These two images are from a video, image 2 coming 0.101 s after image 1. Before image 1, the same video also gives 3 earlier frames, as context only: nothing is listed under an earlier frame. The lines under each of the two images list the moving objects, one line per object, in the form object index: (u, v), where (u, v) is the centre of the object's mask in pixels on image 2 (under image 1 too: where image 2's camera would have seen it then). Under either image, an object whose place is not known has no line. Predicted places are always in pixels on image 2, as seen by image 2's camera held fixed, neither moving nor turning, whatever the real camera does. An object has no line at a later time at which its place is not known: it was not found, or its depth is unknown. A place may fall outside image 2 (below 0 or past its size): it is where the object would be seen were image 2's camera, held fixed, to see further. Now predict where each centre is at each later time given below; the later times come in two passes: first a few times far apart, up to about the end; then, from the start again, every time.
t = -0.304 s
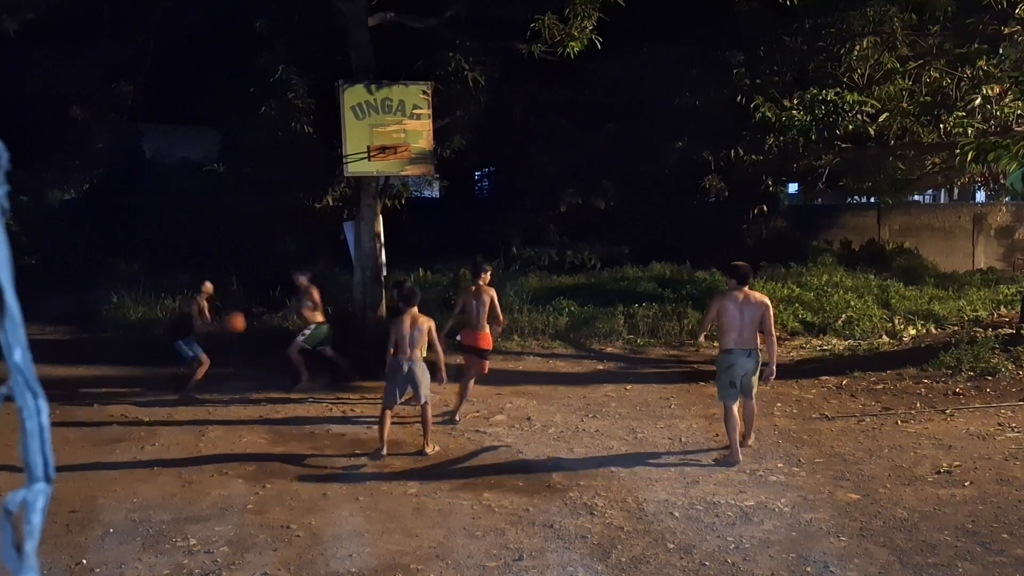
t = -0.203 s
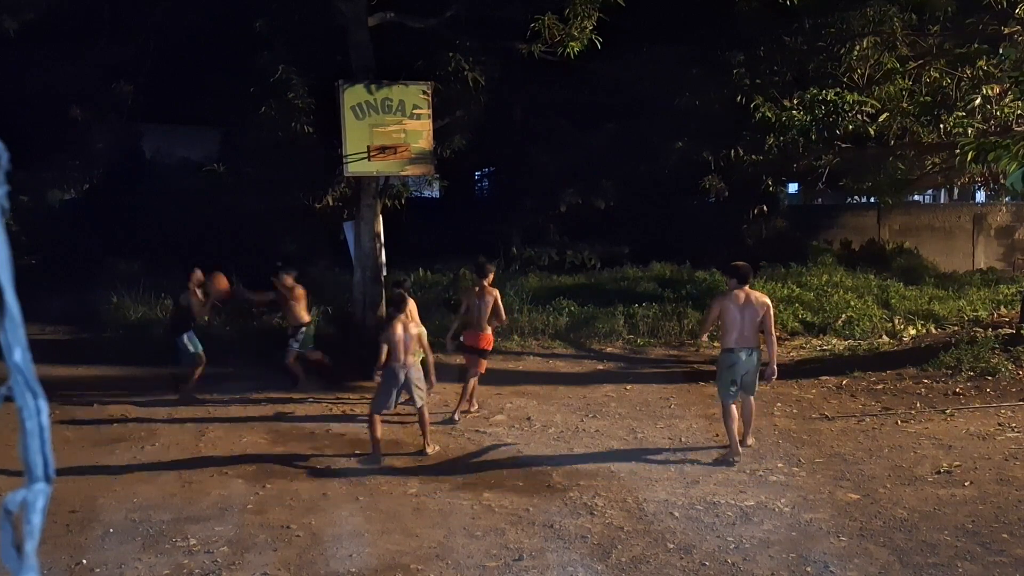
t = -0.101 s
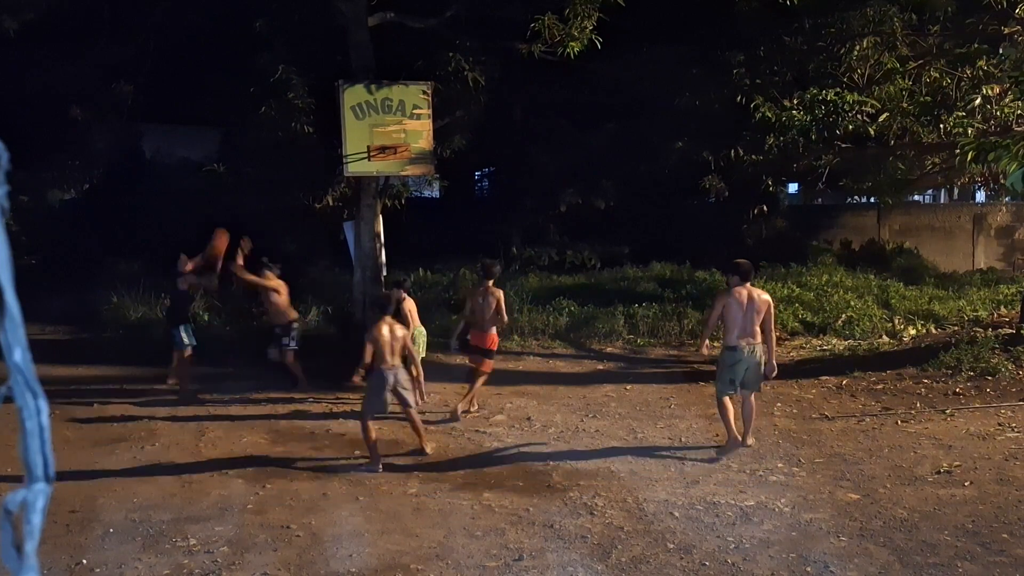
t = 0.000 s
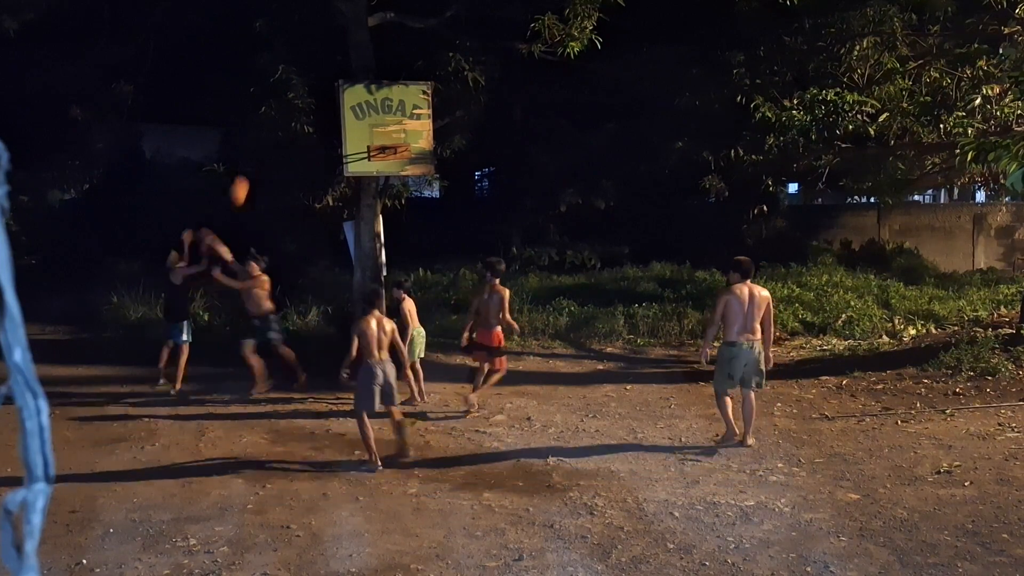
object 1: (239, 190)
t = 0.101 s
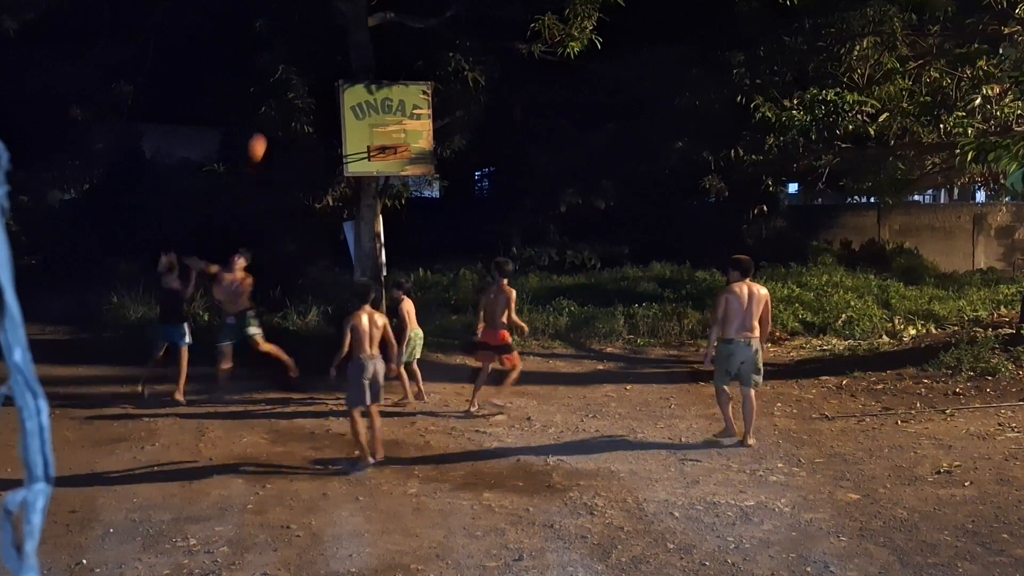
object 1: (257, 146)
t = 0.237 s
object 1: (281, 105)
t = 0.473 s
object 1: (319, 69)
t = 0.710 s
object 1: (360, 81)
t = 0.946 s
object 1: (392, 131)
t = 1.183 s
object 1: (416, 118)
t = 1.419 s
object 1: (440, 125)
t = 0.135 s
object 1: (263, 134)
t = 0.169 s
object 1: (268, 125)
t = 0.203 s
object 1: (275, 115)
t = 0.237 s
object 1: (281, 105)
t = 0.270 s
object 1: (285, 97)
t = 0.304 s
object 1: (292, 89)
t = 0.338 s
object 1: (298, 83)
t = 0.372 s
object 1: (305, 78)
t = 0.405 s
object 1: (310, 74)
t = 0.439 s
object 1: (314, 71)
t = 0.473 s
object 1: (319, 69)
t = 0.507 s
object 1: (326, 66)
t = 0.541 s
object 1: (330, 66)
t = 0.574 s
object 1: (336, 66)
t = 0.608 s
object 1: (342, 68)
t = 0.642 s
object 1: (347, 71)
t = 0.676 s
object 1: (352, 74)
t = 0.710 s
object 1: (360, 81)
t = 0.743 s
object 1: (364, 85)
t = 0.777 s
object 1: (368, 89)
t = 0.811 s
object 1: (372, 95)
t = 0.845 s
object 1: (380, 103)
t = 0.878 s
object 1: (383, 111)
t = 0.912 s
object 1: (387, 121)
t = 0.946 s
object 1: (392, 131)
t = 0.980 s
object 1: (397, 140)
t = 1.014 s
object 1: (400, 139)
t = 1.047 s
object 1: (403, 133)
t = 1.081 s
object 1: (406, 128)
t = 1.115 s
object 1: (409, 123)
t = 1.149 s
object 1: (413, 120)
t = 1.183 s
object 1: (416, 118)
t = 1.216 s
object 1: (418, 116)
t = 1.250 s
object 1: (423, 116)
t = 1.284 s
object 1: (426, 116)
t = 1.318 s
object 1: (430, 117)
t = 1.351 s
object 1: (433, 119)
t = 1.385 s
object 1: (436, 122)
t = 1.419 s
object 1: (440, 125)
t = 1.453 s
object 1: (444, 130)
